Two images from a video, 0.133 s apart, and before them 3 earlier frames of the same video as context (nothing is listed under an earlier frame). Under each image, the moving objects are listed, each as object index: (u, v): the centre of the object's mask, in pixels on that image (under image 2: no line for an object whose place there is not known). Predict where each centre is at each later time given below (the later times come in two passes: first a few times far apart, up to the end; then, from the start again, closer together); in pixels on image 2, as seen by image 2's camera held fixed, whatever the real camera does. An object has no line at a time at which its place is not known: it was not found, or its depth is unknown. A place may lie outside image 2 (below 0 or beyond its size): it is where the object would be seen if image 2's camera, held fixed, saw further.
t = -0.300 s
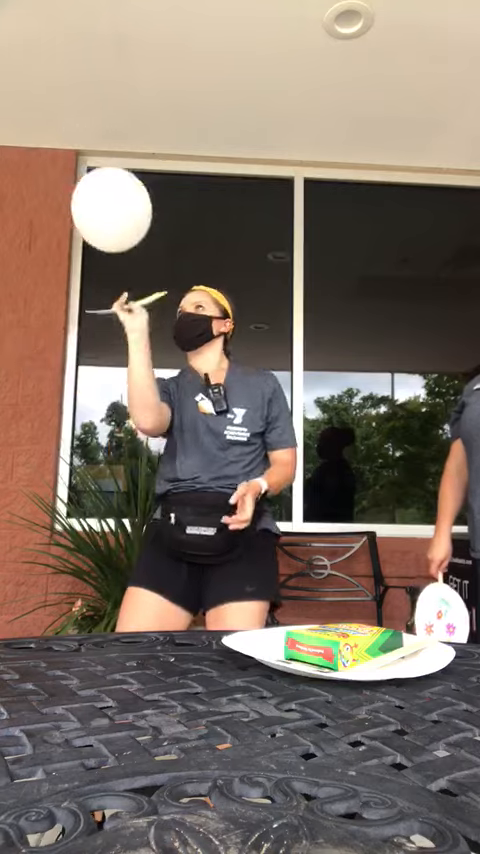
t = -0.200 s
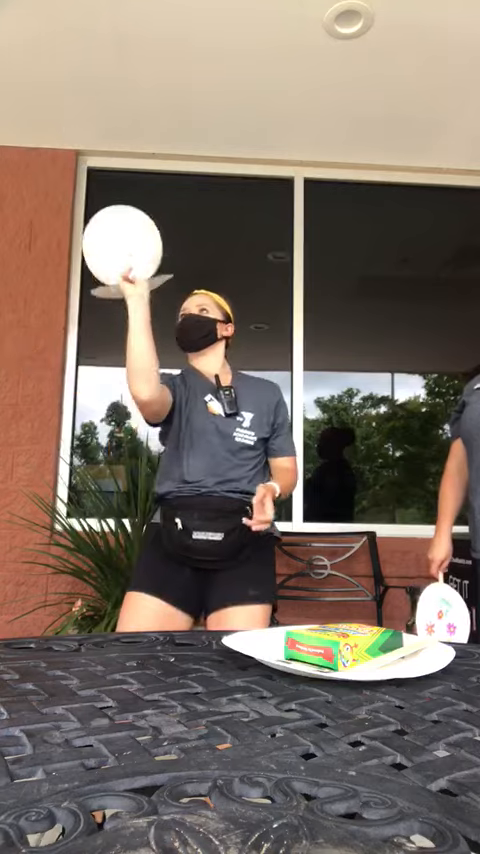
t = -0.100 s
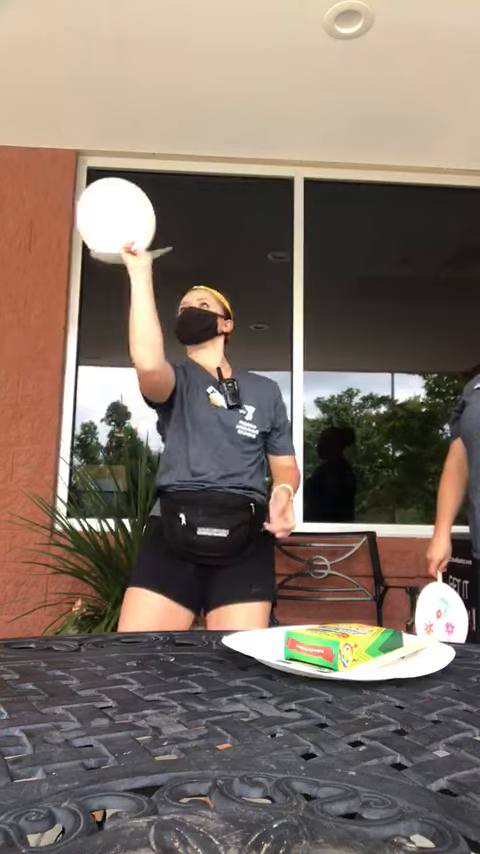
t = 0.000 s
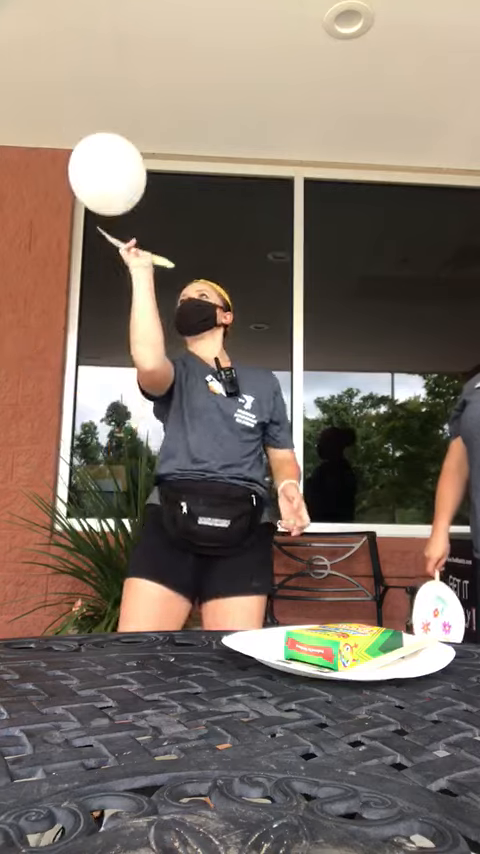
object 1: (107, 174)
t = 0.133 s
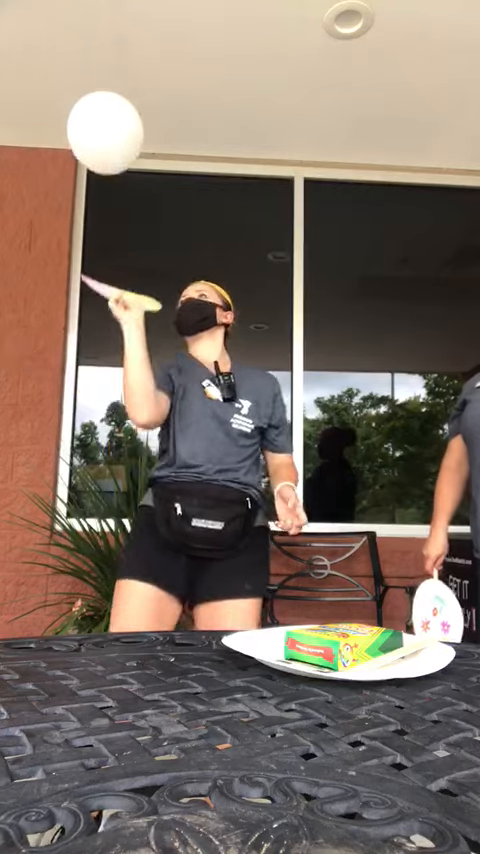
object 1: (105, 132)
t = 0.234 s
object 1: (105, 113)
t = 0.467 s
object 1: (109, 101)
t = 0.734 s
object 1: (122, 147)
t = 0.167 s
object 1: (105, 124)
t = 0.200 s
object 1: (105, 118)
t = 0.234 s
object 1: (105, 113)
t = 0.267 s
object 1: (105, 108)
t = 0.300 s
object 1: (105, 104)
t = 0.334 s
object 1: (106, 102)
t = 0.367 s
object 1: (106, 100)
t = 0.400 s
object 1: (107, 100)
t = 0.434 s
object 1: (108, 100)
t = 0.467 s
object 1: (109, 101)
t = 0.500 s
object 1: (110, 104)
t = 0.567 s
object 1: (113, 111)
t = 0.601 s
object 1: (114, 116)
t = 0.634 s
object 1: (116, 122)
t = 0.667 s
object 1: (118, 130)
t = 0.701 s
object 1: (120, 138)
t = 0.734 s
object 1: (122, 147)
